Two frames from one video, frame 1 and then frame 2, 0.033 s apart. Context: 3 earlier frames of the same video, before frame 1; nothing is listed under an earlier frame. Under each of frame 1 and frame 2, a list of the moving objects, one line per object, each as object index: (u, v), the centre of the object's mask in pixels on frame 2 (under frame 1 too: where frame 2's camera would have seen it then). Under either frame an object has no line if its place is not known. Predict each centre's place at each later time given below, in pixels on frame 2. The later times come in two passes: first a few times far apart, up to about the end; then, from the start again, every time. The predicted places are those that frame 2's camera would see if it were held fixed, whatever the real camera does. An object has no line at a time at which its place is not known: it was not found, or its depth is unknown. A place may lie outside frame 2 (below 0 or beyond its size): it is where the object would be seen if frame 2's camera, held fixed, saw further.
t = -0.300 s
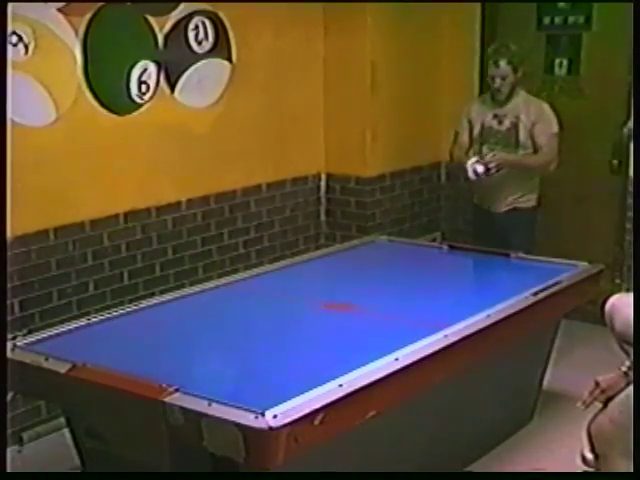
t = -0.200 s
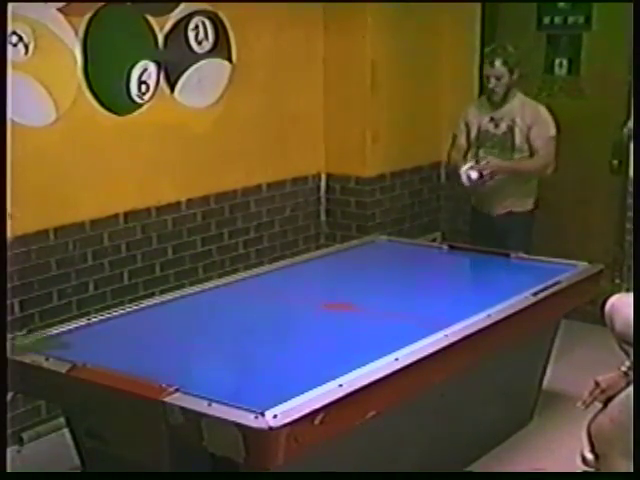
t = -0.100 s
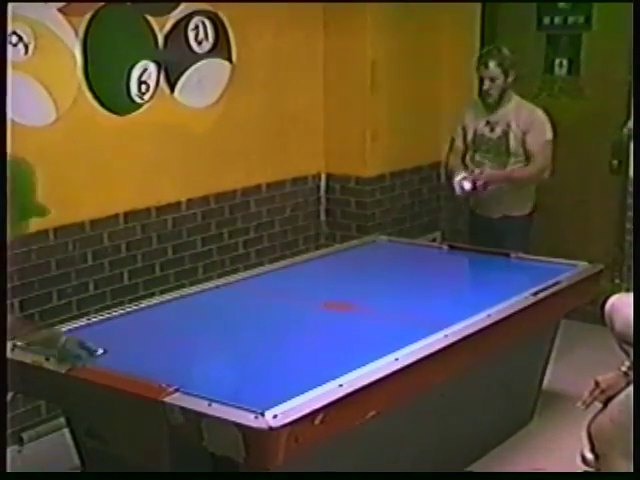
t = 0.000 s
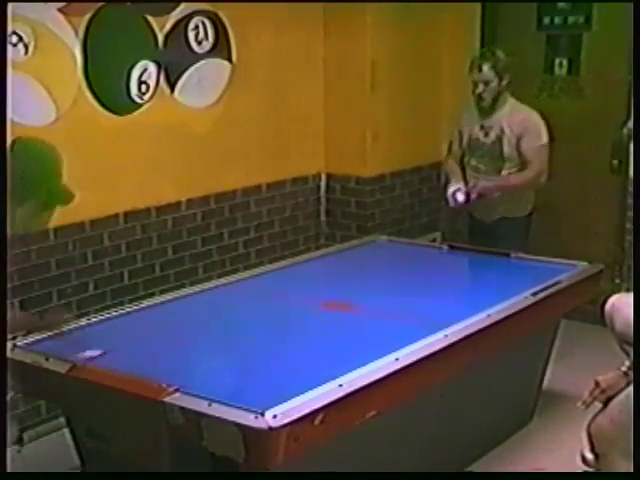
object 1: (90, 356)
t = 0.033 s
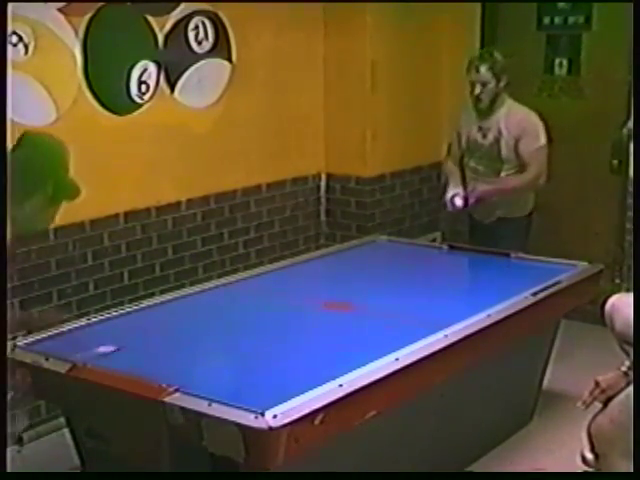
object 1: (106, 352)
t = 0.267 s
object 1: (190, 326)
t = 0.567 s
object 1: (285, 297)
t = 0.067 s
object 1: (119, 348)
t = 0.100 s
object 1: (129, 345)
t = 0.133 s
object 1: (139, 342)
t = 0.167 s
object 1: (153, 337)
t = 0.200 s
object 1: (168, 332)
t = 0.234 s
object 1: (179, 329)
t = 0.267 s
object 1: (190, 326)
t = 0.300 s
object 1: (200, 324)
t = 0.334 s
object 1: (211, 320)
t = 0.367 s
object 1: (222, 316)
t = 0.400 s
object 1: (232, 313)
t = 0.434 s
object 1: (243, 310)
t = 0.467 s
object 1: (253, 307)
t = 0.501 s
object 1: (266, 303)
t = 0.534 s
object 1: (274, 301)
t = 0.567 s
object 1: (285, 297)
